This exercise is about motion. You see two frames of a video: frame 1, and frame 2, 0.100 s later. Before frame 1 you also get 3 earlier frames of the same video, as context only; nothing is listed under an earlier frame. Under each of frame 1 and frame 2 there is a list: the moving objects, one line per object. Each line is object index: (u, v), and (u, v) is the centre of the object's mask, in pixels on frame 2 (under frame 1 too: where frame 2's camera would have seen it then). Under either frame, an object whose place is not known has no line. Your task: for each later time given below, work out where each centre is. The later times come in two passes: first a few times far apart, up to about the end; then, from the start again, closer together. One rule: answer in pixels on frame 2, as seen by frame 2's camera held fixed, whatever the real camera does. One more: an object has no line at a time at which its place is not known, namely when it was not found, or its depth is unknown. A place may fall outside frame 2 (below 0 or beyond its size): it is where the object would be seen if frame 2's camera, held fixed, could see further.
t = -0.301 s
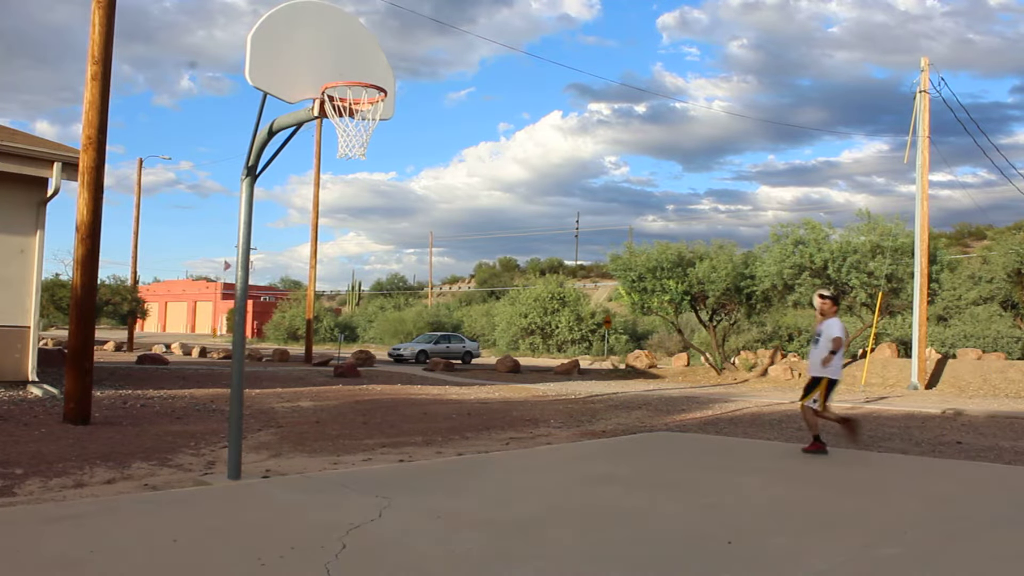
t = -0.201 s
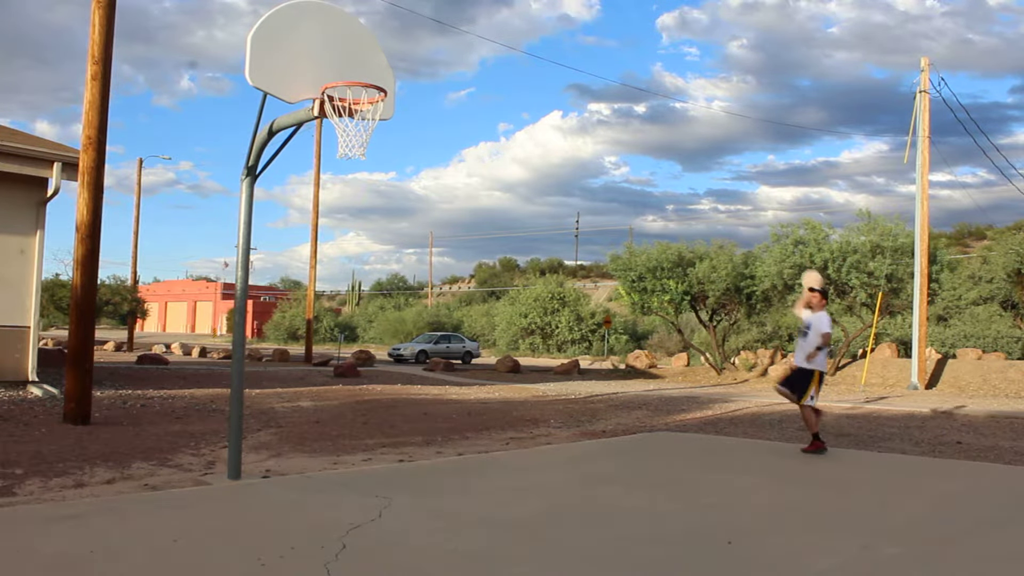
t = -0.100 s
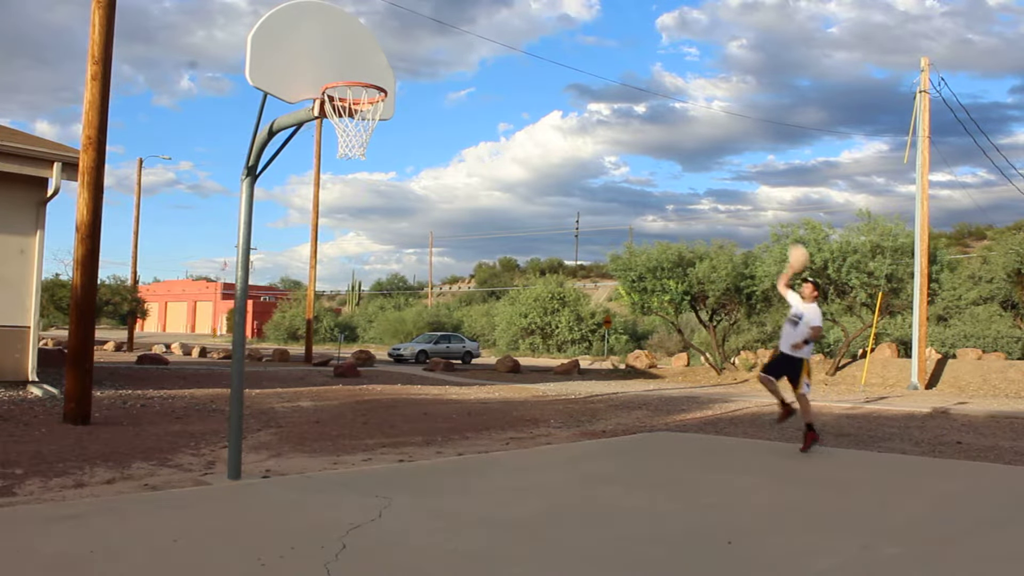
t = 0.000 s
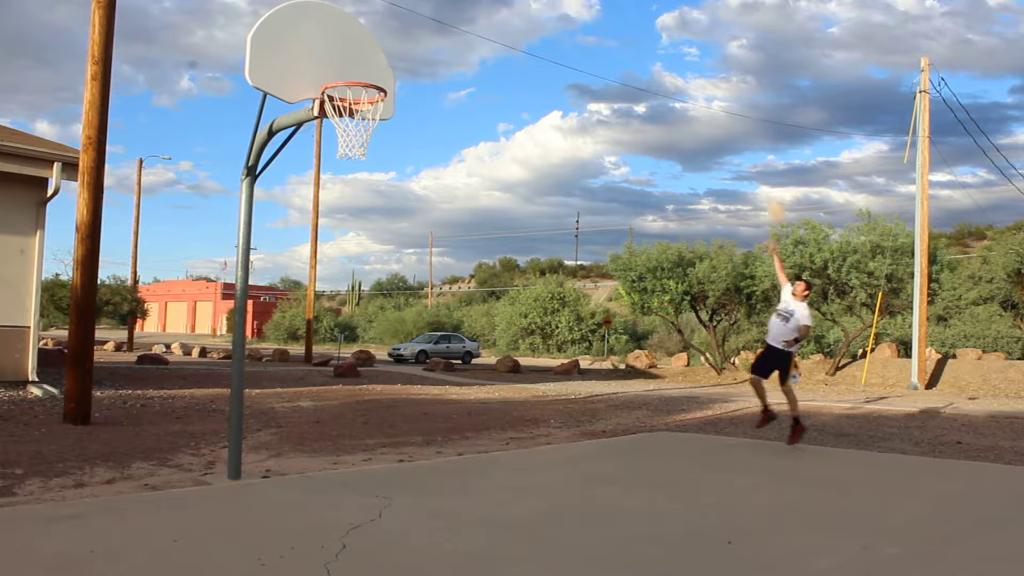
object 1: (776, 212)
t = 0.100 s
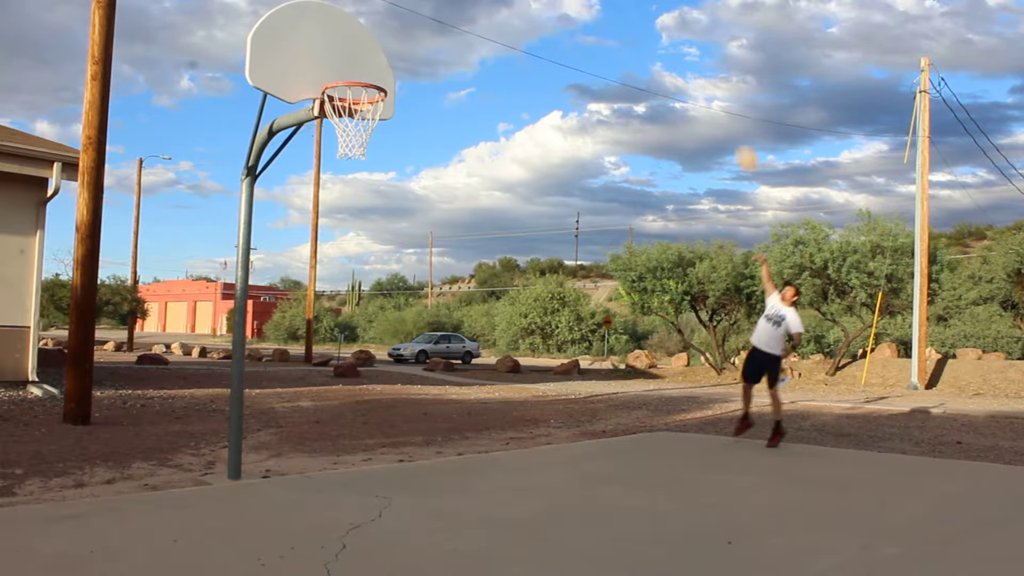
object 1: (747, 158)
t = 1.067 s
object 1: (358, 70)
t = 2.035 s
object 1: (424, 418)
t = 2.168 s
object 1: (430, 445)
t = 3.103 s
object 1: (443, 415)
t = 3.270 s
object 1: (442, 480)
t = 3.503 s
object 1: (442, 390)
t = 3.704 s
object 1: (442, 374)
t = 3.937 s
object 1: (437, 426)
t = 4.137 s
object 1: (432, 498)
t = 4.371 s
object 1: (427, 431)
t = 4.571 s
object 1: (420, 441)
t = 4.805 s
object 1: (409, 521)
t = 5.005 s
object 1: (399, 472)
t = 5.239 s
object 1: (385, 494)
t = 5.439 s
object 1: (371, 516)
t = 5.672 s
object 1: (355, 508)
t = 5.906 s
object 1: (335, 531)
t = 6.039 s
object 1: (324, 528)
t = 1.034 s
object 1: (377, 61)
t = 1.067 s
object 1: (358, 70)
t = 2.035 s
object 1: (424, 418)
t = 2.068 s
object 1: (426, 445)
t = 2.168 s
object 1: (430, 445)
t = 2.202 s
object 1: (432, 425)
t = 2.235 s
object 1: (431, 409)
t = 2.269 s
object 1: (433, 391)
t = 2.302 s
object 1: (435, 374)
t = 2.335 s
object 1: (436, 360)
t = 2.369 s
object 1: (436, 350)
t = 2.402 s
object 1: (438, 335)
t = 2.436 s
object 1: (439, 324)
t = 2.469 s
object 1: (439, 315)
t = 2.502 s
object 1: (440, 309)
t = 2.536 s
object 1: (440, 301)
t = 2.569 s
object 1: (441, 296)
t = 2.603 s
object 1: (442, 292)
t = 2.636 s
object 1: (442, 289)
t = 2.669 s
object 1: (443, 288)
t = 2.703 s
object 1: (443, 289)
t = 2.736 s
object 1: (444, 290)
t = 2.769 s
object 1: (444, 293)
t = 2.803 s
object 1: (444, 298)
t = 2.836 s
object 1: (444, 306)
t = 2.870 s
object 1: (444, 312)
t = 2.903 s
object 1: (444, 323)
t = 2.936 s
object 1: (445, 333)
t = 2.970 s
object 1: (444, 346)
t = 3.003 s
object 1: (445, 361)
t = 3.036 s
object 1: (442, 376)
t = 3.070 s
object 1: (443, 394)
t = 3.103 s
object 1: (443, 415)
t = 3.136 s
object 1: (443, 433)
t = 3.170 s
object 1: (442, 457)
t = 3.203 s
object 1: (442, 491)
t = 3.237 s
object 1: (442, 500)
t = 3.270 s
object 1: (442, 480)
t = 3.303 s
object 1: (442, 461)
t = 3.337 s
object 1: (442, 444)
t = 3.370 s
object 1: (442, 429)
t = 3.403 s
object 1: (443, 420)
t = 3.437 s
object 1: (441, 407)
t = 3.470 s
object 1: (442, 398)
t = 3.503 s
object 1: (442, 390)
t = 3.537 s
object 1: (443, 383)
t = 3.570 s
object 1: (442, 377)
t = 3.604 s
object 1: (443, 375)
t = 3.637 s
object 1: (442, 373)
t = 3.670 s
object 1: (442, 373)
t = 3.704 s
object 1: (442, 374)
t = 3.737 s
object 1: (441, 376)
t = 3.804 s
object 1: (440, 387)
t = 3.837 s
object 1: (440, 393)
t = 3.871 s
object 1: (438, 404)
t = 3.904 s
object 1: (437, 417)
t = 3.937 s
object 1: (437, 426)
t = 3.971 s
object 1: (436, 442)
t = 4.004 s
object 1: (436, 457)
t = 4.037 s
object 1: (435, 480)
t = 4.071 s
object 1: (434, 500)
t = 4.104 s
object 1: (433, 512)
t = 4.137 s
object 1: (432, 498)
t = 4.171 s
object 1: (431, 484)
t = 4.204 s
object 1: (431, 469)
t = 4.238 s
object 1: (431, 458)
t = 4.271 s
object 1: (430, 449)
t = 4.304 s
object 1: (428, 441)
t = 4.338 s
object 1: (427, 435)
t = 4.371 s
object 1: (427, 431)
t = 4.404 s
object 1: (427, 429)
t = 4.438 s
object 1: (425, 428)
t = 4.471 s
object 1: (424, 429)
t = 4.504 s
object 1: (423, 431)
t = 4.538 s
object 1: (422, 435)
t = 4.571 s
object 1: (420, 441)
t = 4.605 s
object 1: (419, 448)
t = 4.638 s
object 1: (418, 457)
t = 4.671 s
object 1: (417, 469)
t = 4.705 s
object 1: (415, 488)
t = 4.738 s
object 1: (413, 501)
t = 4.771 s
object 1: (411, 517)
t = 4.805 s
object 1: (409, 521)
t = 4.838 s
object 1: (407, 510)
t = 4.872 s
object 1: (407, 499)
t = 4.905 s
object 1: (405, 492)
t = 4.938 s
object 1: (404, 485)
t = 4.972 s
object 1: (402, 477)
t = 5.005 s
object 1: (399, 472)
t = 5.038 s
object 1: (397, 469)
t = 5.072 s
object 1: (396, 469)
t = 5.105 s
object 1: (394, 470)
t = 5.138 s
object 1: (392, 473)
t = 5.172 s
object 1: (390, 479)
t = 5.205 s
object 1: (387, 486)
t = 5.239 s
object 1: (385, 494)
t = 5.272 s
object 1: (382, 506)
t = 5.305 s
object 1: (379, 518)
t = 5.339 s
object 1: (377, 537)
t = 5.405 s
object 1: (373, 524)
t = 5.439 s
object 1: (371, 516)
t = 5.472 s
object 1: (368, 509)
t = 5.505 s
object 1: (367, 504)
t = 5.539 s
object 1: (364, 501)
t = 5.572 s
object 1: (363, 500)
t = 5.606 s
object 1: (360, 500)
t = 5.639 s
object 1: (358, 503)
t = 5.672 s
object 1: (355, 508)
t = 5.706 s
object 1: (352, 515)
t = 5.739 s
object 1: (348, 524)
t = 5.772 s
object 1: (346, 535)
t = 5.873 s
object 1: (338, 539)
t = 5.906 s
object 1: (335, 531)
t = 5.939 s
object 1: (333, 528)
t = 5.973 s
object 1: (330, 526)
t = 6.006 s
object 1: (327, 526)
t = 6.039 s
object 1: (324, 528)
